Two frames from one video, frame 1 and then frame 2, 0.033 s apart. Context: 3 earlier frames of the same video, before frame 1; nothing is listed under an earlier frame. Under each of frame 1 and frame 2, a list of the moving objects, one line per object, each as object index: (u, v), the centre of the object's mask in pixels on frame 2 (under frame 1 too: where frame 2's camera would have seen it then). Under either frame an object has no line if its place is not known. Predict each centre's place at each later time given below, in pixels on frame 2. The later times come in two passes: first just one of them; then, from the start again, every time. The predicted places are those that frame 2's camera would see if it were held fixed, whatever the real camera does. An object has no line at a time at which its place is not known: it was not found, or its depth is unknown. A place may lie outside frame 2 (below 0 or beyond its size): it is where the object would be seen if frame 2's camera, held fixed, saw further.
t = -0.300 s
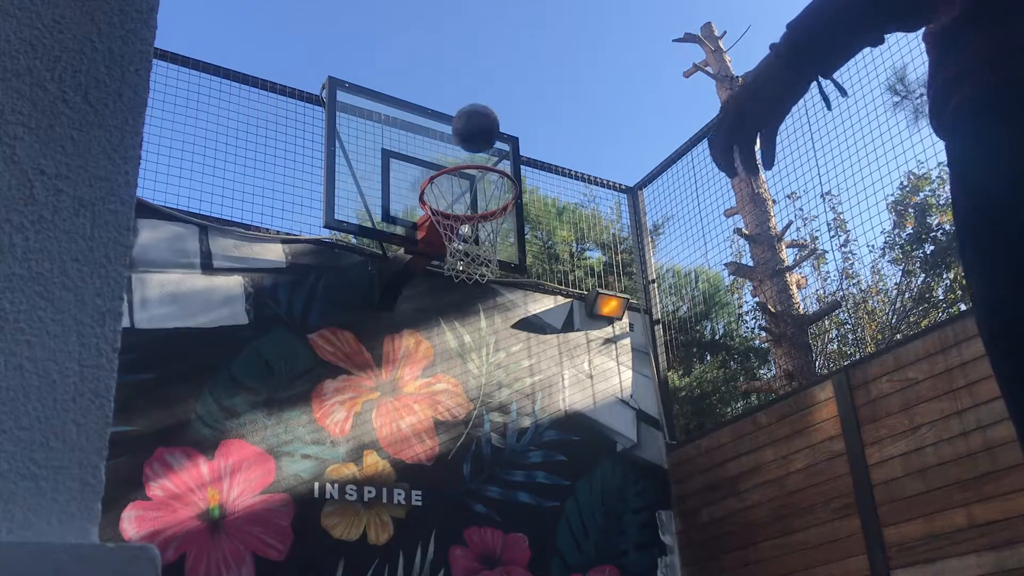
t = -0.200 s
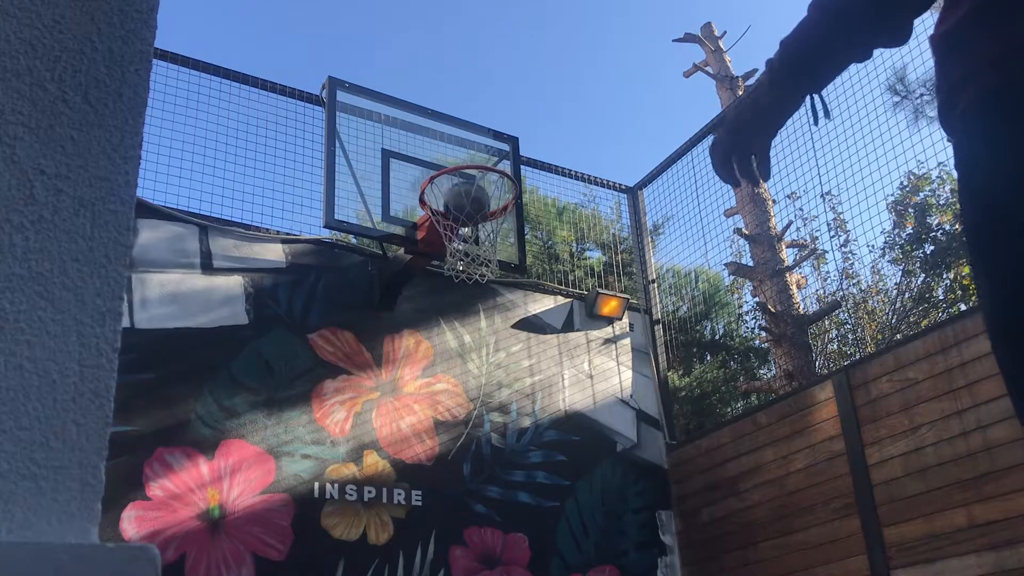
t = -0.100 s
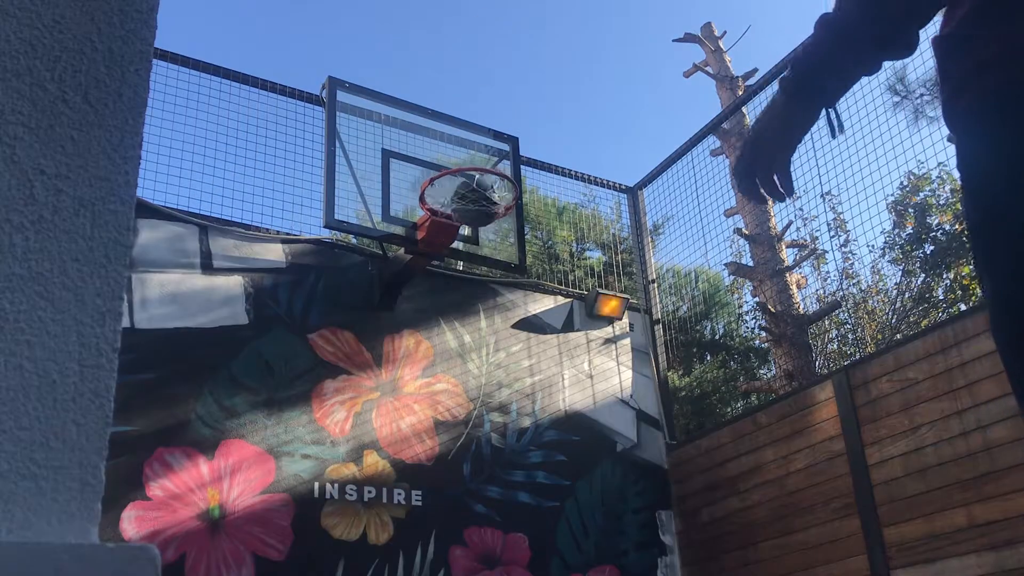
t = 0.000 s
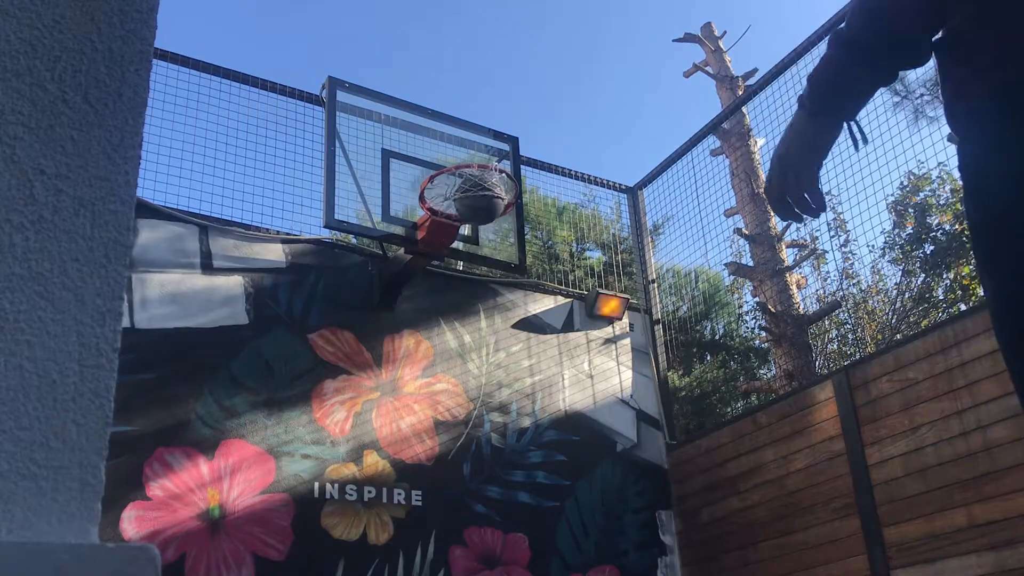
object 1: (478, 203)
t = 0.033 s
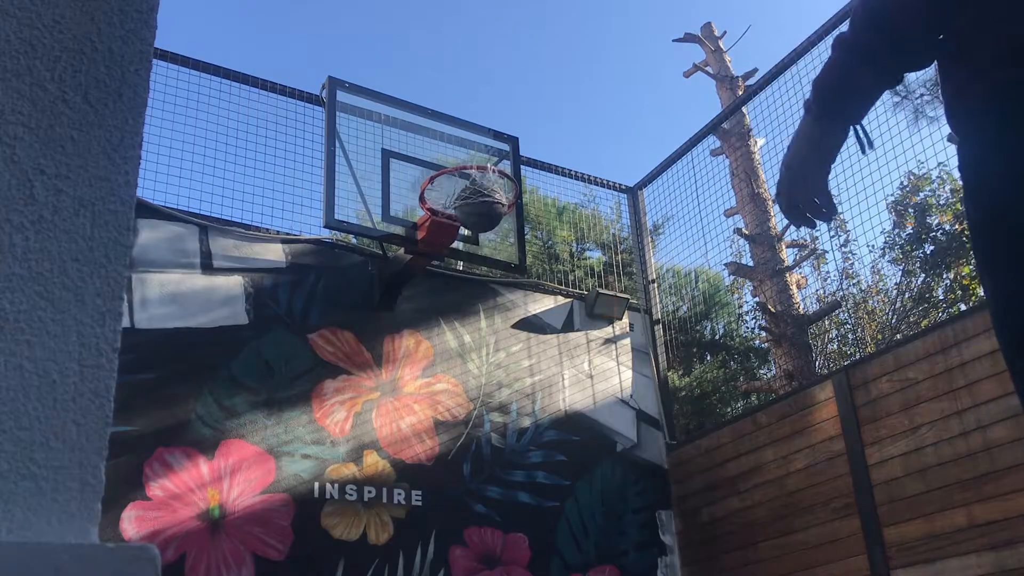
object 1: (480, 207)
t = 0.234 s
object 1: (479, 299)
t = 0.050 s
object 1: (479, 212)
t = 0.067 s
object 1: (478, 218)
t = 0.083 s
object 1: (479, 224)
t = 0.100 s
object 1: (479, 231)
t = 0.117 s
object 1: (480, 239)
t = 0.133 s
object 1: (479, 245)
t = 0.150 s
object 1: (479, 250)
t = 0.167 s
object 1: (479, 259)
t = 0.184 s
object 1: (480, 265)
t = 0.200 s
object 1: (479, 275)
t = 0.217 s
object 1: (480, 288)
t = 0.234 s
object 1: (479, 299)
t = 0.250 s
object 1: (479, 310)
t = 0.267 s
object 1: (479, 321)
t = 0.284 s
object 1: (479, 333)
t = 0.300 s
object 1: (479, 346)
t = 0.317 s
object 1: (479, 360)
